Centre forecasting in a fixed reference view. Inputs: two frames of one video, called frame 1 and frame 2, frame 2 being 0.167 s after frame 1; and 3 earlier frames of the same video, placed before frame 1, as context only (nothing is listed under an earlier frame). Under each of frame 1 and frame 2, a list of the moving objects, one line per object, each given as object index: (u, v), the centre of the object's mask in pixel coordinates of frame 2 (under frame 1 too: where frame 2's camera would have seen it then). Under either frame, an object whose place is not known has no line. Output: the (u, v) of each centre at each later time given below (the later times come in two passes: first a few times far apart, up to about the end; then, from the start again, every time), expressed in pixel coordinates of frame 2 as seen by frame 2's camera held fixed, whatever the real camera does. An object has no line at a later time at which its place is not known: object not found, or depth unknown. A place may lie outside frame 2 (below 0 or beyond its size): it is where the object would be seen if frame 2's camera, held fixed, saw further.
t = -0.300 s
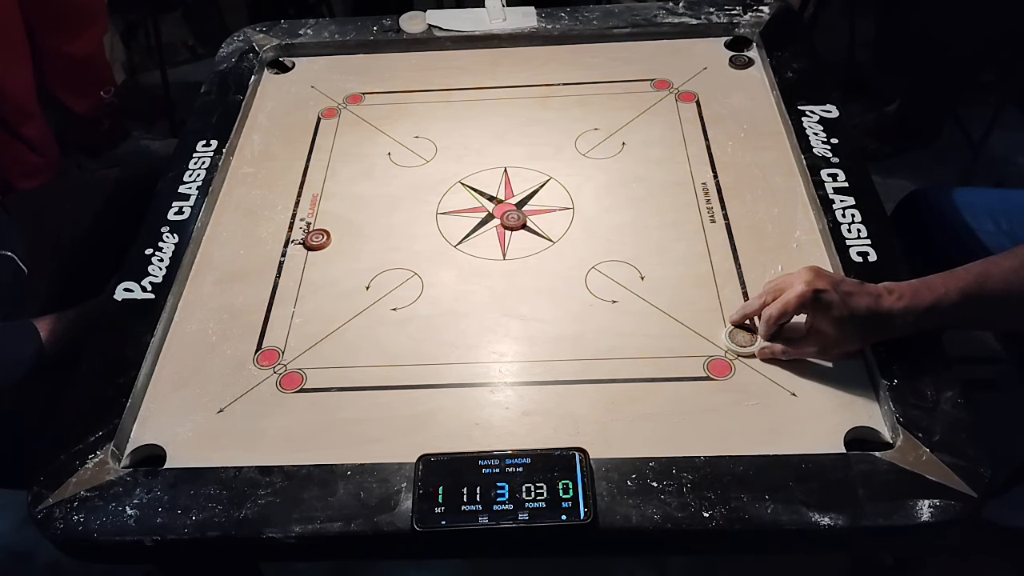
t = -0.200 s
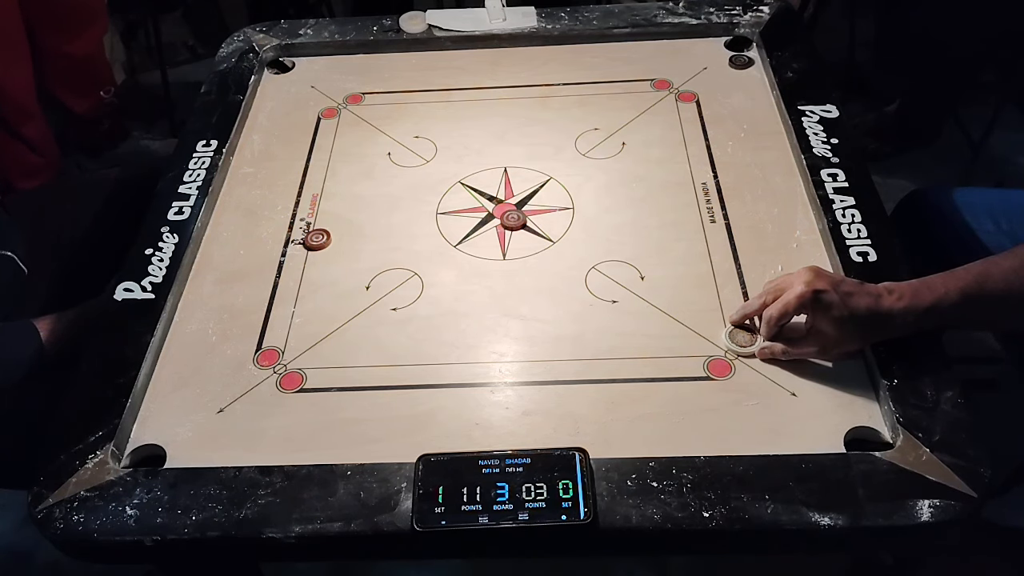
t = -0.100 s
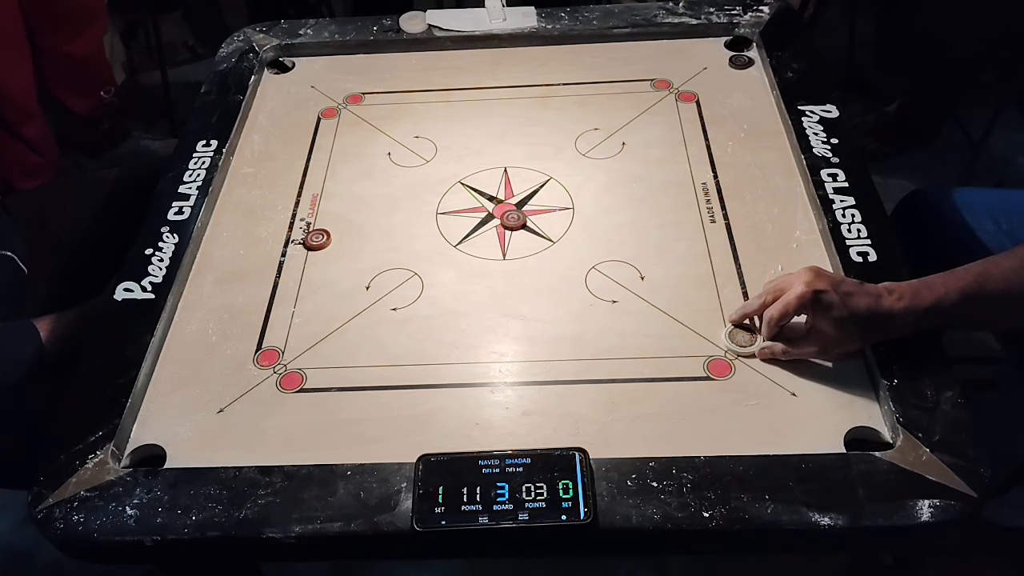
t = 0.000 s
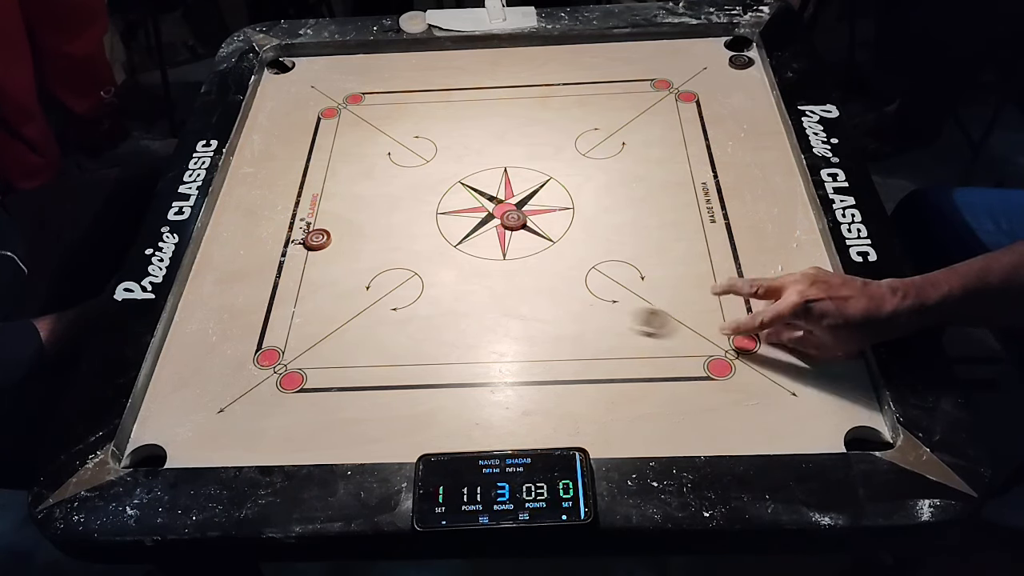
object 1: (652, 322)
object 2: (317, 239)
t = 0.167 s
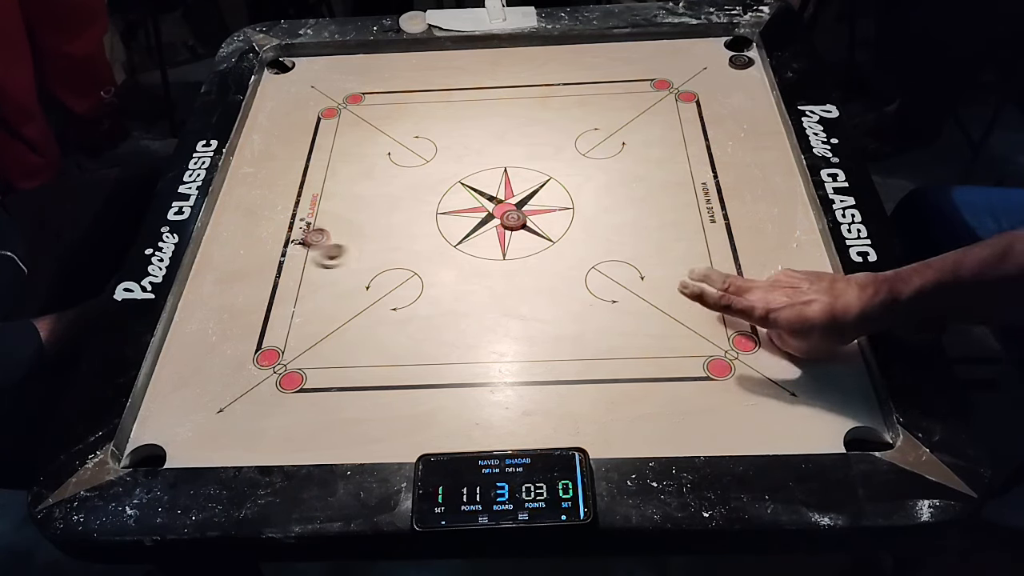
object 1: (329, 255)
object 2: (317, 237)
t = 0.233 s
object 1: (262, 256)
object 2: (236, 185)
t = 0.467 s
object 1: (347, 265)
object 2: (501, 86)
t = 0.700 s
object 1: (482, 273)
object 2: (667, 62)
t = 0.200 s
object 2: (268, 209)
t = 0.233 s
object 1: (262, 256)
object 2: (236, 185)
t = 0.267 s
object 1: (228, 255)
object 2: (282, 168)
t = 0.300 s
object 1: (222, 256)
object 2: (324, 153)
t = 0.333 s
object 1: (250, 258)
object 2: (364, 137)
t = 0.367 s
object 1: (275, 259)
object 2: (403, 123)
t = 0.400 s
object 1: (299, 260)
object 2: (437, 110)
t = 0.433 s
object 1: (323, 263)
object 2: (471, 98)
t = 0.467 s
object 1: (347, 265)
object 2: (501, 86)
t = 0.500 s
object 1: (369, 266)
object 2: (530, 75)
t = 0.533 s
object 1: (390, 268)
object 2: (558, 65)
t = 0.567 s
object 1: (411, 269)
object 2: (584, 55)
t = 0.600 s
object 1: (430, 270)
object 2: (608, 48)
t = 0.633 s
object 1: (448, 271)
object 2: (629, 52)
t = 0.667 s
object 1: (466, 272)
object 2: (649, 57)
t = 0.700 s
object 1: (482, 273)
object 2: (667, 62)
